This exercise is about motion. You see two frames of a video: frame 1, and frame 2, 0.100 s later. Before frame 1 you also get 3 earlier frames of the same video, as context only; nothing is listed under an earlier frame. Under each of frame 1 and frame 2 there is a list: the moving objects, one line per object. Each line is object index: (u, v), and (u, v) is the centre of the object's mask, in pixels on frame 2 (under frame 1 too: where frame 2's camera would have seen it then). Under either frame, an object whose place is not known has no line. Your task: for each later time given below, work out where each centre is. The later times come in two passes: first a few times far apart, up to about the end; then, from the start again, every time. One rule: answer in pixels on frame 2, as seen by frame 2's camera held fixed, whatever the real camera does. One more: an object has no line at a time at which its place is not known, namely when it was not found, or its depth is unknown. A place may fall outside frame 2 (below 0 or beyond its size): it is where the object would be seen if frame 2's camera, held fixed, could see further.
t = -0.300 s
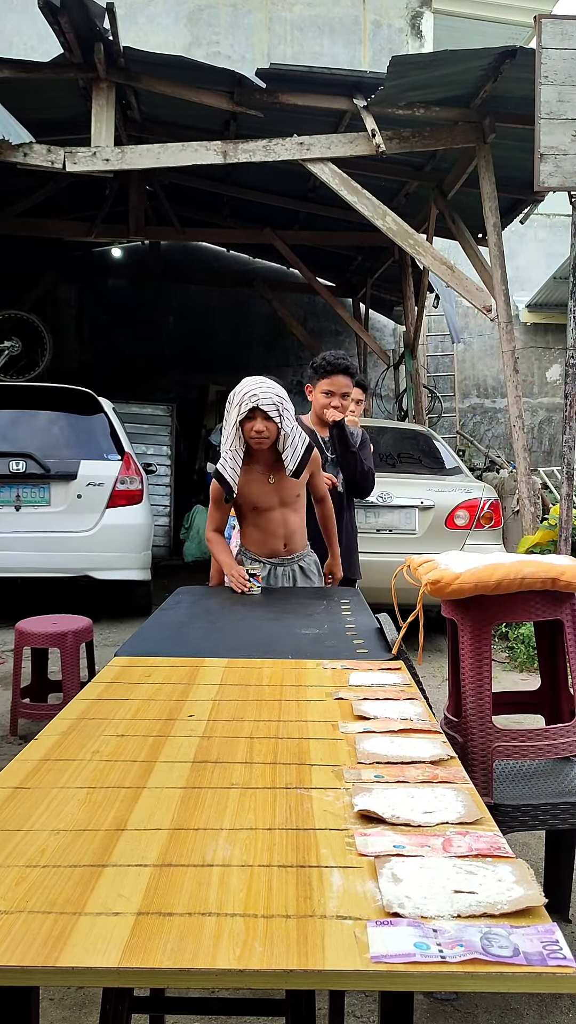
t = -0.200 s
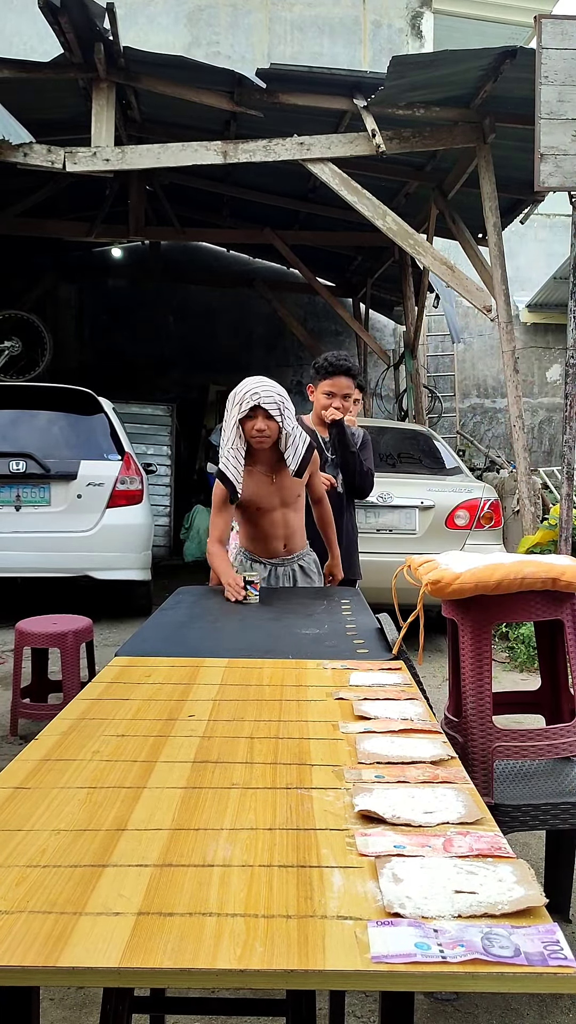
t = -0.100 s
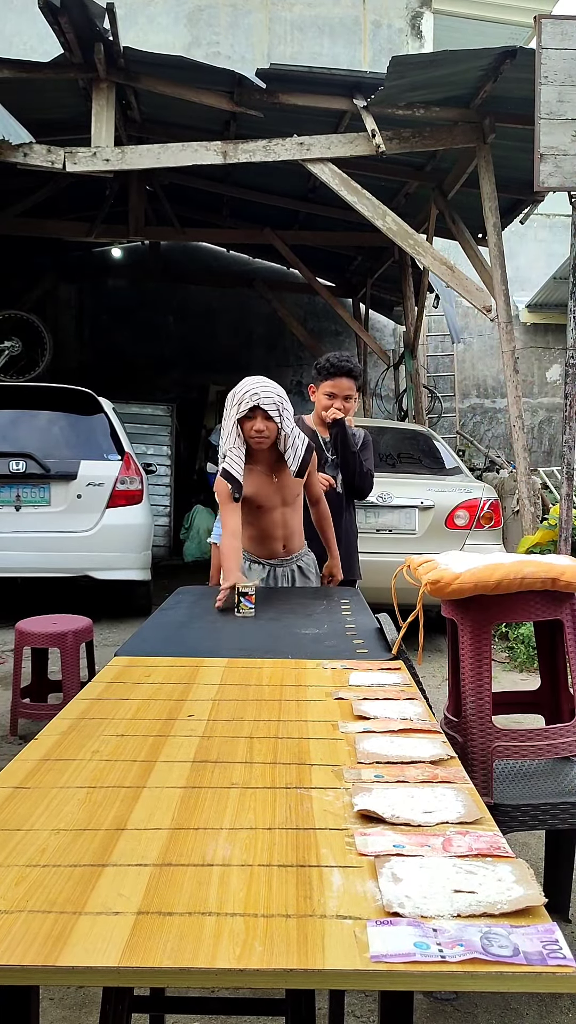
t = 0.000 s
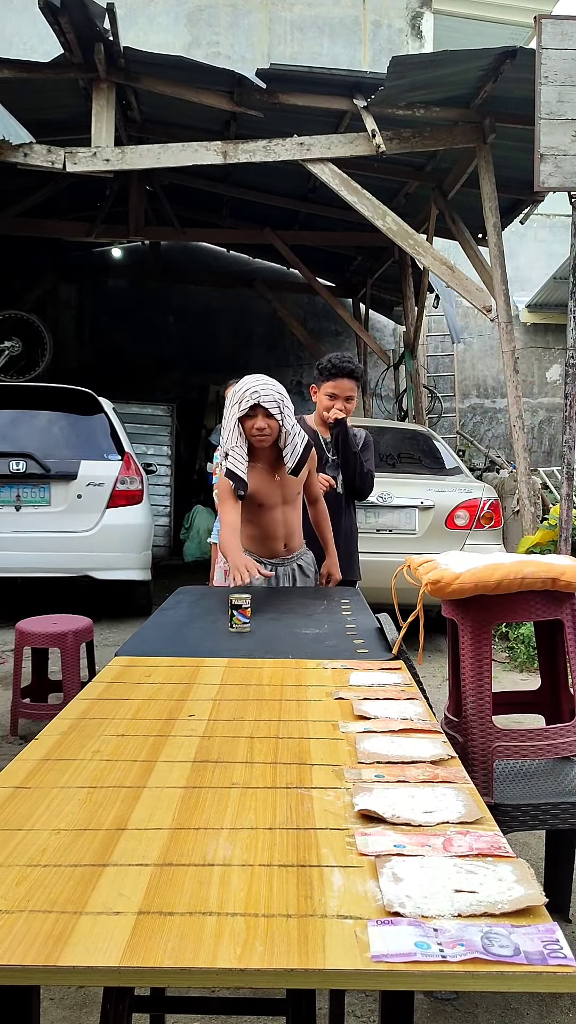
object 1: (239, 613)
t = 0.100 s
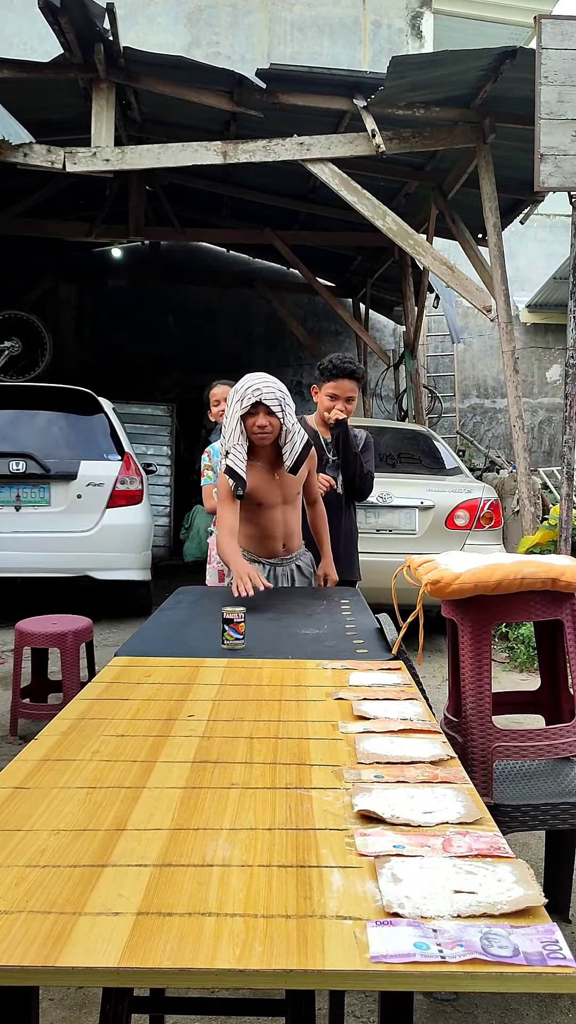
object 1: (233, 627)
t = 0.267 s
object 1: (223, 644)
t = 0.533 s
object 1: (206, 713)
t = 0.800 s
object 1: (197, 753)
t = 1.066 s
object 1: (191, 760)
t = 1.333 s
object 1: (189, 760)
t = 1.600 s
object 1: (192, 760)
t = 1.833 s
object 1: (195, 760)
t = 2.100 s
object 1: (197, 760)
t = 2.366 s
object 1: (194, 760)
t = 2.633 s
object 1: (193, 760)
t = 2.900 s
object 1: (194, 760)
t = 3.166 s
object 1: (195, 760)
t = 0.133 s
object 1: (231, 633)
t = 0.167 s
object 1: (229, 633)
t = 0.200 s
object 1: (227, 631)
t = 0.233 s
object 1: (225, 634)
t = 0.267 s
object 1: (223, 644)
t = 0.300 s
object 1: (220, 655)
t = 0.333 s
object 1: (218, 672)
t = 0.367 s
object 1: (215, 680)
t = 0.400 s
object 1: (213, 687)
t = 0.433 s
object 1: (211, 693)
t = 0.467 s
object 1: (209, 700)
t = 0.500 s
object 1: (207, 706)
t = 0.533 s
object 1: (206, 713)
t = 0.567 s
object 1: (205, 719)
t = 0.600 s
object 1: (203, 725)
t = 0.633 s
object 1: (202, 730)
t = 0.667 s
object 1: (201, 736)
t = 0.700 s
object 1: (200, 741)
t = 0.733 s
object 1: (199, 746)
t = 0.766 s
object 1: (198, 750)
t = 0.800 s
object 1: (197, 753)
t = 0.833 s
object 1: (196, 756)
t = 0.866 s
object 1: (195, 758)
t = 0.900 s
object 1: (194, 760)
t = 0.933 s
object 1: (193, 760)
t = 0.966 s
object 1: (193, 760)
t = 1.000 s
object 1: (192, 760)
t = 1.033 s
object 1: (191, 760)
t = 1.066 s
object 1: (191, 760)
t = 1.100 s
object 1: (190, 760)
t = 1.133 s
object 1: (190, 760)
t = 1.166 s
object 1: (190, 760)
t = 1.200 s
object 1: (190, 760)
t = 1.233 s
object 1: (190, 760)
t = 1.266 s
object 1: (189, 760)
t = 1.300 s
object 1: (189, 760)
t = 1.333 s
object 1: (189, 760)
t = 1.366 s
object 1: (190, 760)
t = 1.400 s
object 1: (190, 760)
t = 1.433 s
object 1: (190, 760)
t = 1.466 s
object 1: (190, 760)
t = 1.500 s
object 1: (190, 760)
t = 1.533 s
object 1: (191, 760)
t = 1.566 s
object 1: (191, 760)
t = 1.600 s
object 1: (192, 760)
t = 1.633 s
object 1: (192, 760)
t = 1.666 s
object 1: (192, 760)
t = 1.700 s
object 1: (193, 760)
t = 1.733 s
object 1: (193, 760)
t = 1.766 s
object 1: (194, 760)
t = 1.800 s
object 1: (194, 760)
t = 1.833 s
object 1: (195, 760)
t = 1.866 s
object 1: (195, 760)
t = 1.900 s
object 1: (196, 760)
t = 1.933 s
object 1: (196, 760)
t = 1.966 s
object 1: (196, 760)
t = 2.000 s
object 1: (196, 760)
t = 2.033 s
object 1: (196, 760)
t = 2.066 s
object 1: (197, 760)
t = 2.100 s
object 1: (197, 760)
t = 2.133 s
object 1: (196, 760)
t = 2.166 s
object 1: (196, 760)
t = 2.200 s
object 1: (196, 760)
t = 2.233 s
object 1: (196, 760)
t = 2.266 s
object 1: (195, 760)
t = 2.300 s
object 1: (195, 760)
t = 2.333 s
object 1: (195, 760)
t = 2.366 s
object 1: (194, 760)
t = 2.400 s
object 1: (194, 760)
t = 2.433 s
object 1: (194, 760)
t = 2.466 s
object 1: (194, 760)
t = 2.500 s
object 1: (193, 760)
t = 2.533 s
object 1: (193, 760)
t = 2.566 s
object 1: (193, 760)
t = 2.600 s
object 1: (193, 760)
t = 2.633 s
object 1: (193, 760)
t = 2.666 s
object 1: (193, 760)
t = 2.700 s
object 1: (194, 760)
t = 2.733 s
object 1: (194, 760)
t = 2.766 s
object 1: (194, 760)
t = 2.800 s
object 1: (194, 760)
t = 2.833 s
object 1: (194, 760)
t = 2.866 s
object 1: (194, 760)
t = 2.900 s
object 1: (194, 760)
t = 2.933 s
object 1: (195, 760)
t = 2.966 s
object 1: (195, 760)
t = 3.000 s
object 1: (195, 760)
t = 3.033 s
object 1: (195, 760)
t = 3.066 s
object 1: (195, 760)
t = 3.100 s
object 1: (195, 760)
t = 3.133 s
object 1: (195, 760)
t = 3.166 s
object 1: (195, 760)
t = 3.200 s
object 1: (195, 760)
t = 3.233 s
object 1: (195, 760)
